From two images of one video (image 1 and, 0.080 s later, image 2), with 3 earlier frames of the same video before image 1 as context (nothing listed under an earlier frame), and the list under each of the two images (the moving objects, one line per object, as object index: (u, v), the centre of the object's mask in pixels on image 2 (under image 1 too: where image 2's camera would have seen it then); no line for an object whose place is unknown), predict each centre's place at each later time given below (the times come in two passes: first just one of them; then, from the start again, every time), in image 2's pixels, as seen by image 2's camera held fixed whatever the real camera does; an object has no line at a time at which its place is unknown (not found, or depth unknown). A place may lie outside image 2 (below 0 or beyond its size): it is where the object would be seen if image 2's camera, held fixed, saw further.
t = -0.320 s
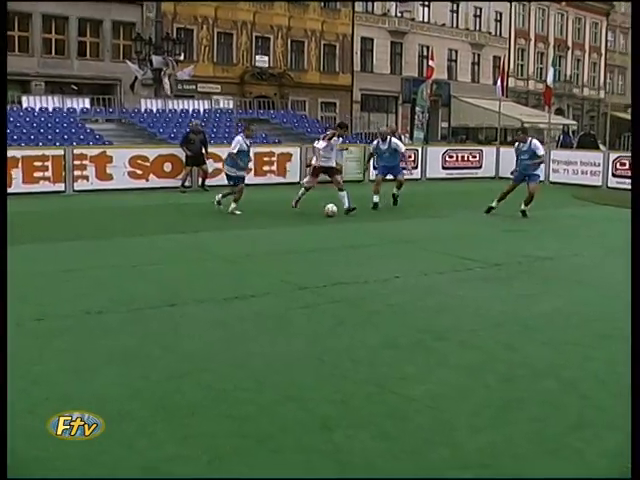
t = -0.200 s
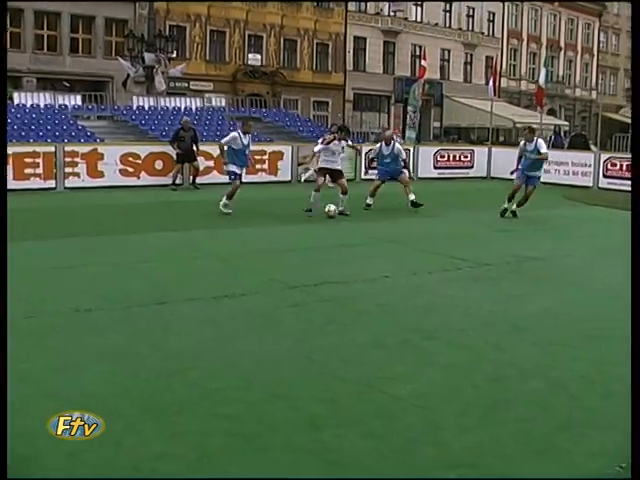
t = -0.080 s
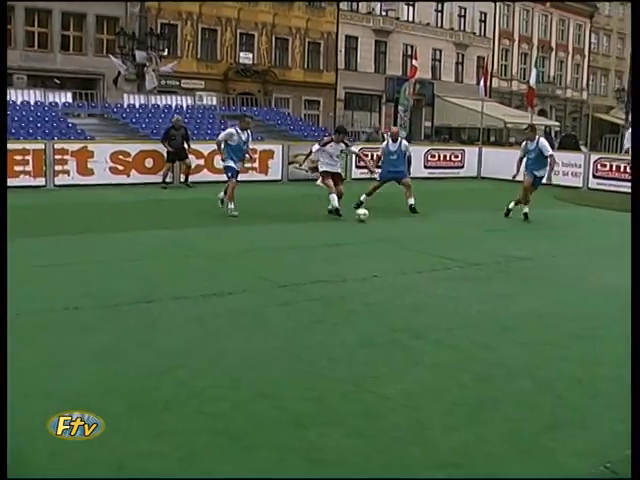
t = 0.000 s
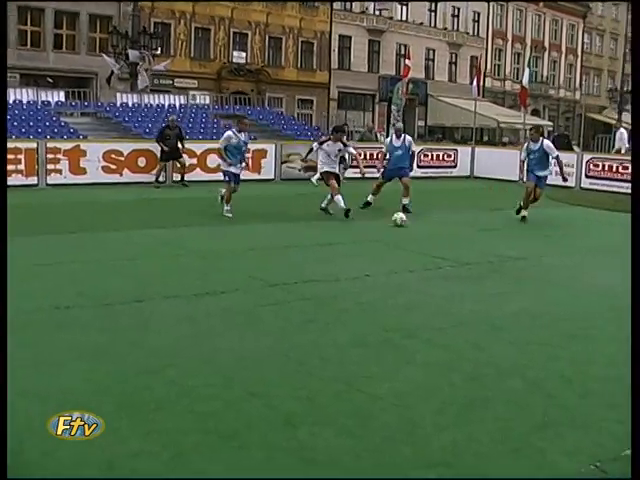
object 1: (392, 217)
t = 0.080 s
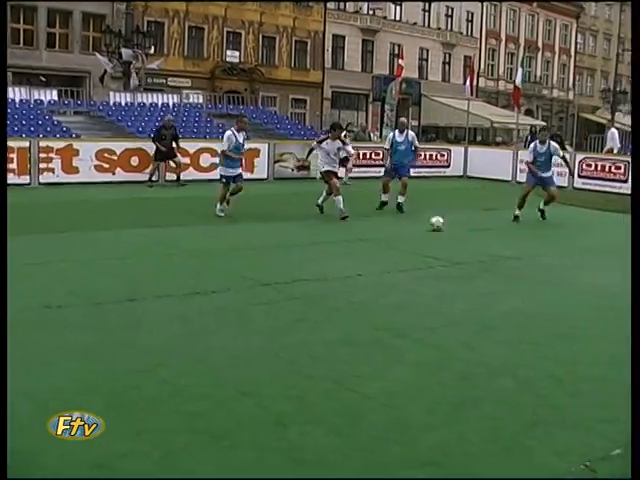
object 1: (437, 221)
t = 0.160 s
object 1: (481, 223)
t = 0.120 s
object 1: (457, 219)
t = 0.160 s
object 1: (481, 223)
